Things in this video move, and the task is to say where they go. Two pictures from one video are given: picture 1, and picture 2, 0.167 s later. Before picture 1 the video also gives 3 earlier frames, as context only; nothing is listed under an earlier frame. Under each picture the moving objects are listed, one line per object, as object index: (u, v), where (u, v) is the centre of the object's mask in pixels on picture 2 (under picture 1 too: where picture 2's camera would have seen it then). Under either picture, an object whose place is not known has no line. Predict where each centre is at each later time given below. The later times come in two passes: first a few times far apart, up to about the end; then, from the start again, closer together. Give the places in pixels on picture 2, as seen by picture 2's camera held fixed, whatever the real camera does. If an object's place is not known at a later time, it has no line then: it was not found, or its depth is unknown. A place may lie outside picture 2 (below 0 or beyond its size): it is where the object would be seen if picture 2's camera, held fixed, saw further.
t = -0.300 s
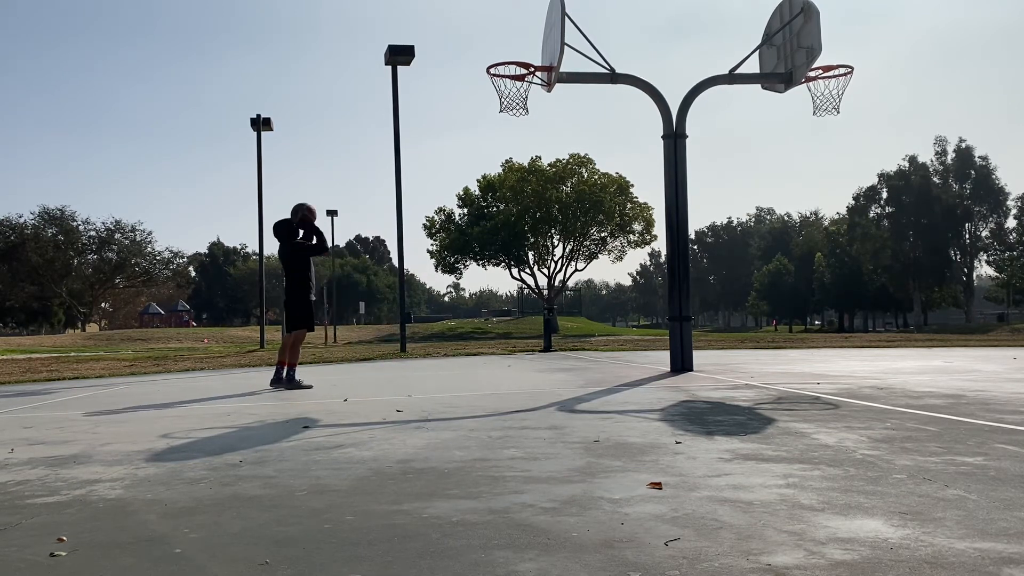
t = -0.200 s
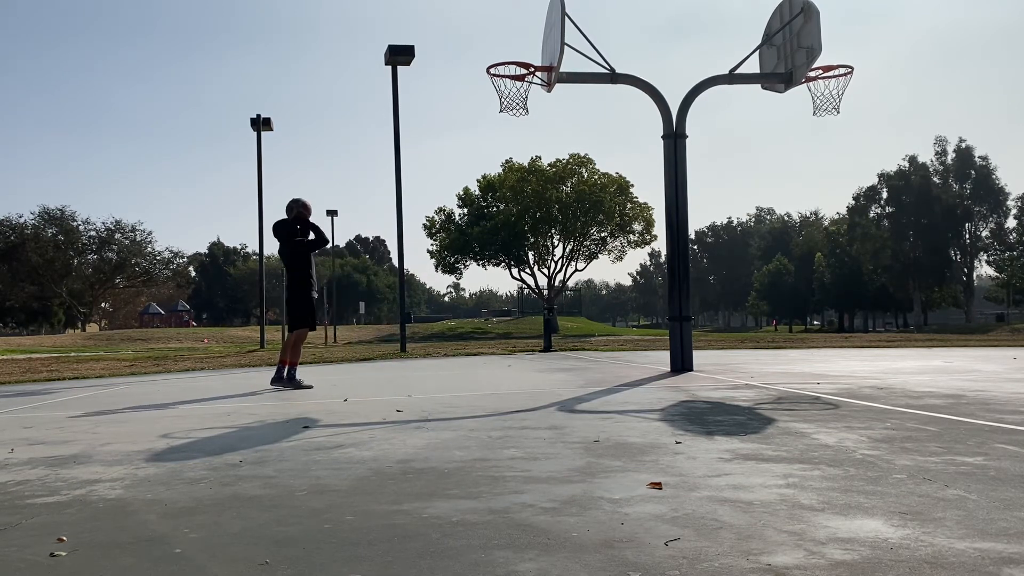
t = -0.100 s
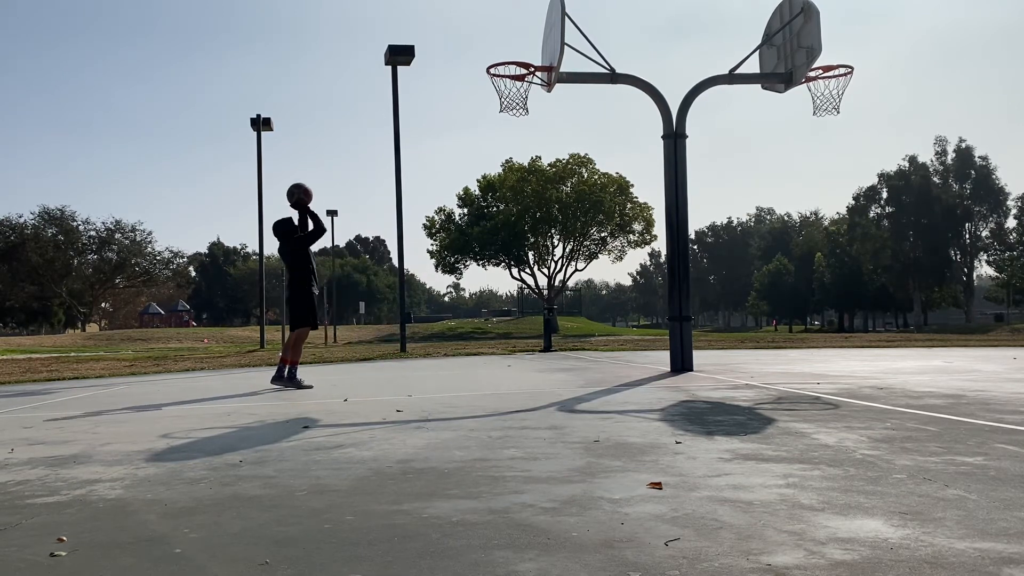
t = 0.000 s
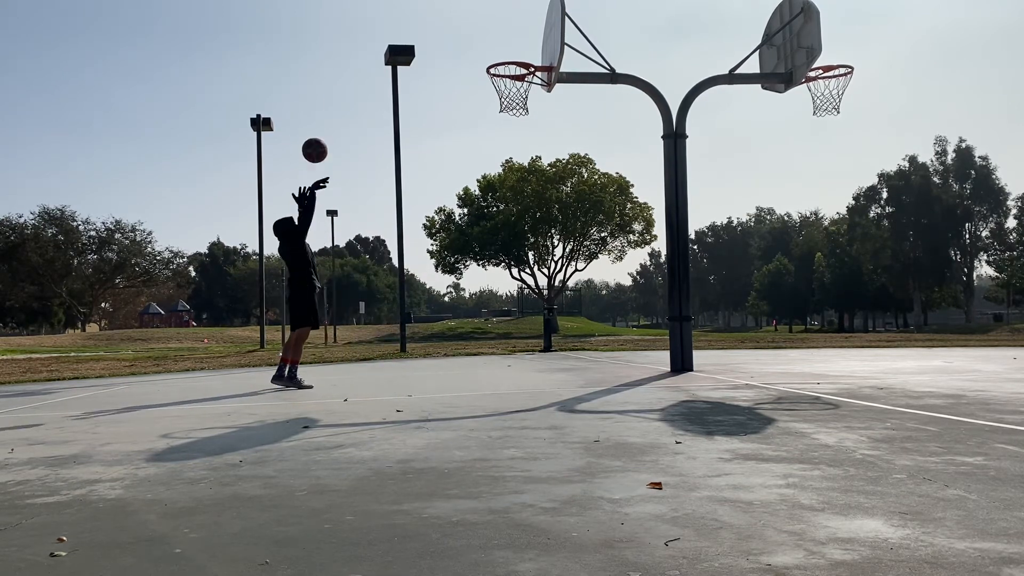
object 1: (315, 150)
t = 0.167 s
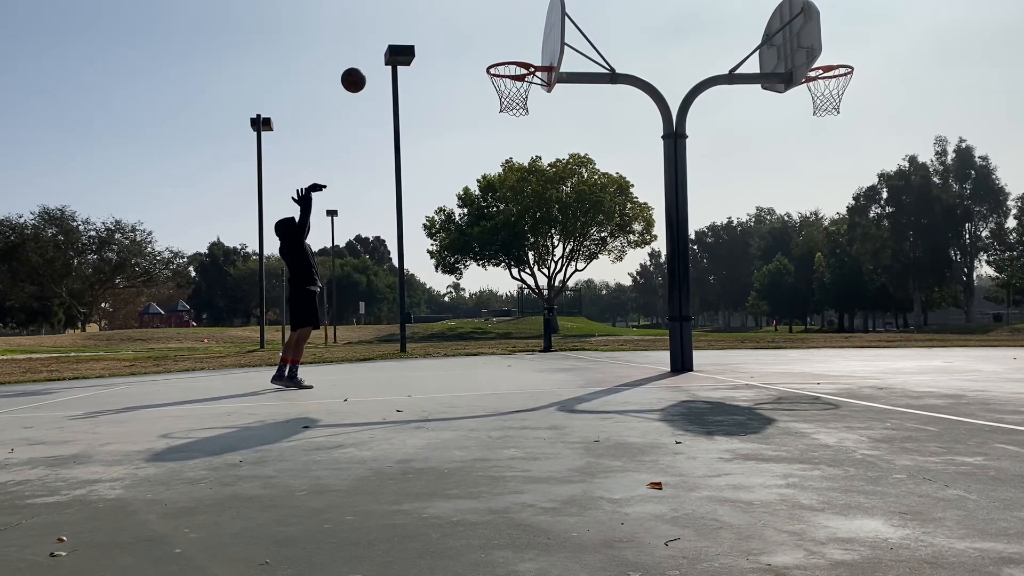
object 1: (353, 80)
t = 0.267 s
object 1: (376, 52)
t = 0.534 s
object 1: (438, 25)
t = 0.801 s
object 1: (497, 56)
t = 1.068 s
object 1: (512, 54)
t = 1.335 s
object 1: (501, 53)
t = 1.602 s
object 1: (519, 87)
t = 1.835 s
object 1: (530, 161)
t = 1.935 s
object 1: (534, 192)
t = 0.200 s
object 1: (361, 69)
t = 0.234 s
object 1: (369, 60)
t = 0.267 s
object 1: (376, 52)
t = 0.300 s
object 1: (384, 45)
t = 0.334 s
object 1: (392, 38)
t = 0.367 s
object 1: (400, 33)
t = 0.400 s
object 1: (407, 30)
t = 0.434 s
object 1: (415, 27)
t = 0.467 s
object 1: (423, 25)
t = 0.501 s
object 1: (431, 25)
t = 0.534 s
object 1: (438, 25)
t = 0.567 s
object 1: (446, 27)
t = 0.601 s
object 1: (454, 29)
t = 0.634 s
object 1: (461, 33)
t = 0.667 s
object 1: (469, 38)
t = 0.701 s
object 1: (477, 44)
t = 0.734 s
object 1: (485, 51)
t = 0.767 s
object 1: (492, 58)
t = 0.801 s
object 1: (497, 56)
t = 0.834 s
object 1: (503, 55)
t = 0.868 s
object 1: (509, 56)
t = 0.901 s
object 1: (514, 57)
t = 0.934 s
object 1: (520, 60)
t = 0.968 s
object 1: (525, 63)
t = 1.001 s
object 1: (521, 58)
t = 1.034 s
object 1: (516, 56)
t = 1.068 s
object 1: (512, 54)
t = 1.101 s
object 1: (508, 54)
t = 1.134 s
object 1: (503, 54)
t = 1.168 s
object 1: (499, 56)
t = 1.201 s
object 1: (495, 59)
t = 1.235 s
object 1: (495, 58)
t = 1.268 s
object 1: (497, 55)
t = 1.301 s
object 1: (499, 53)
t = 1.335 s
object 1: (501, 53)
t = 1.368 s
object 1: (503, 53)
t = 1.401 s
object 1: (505, 54)
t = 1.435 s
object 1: (507, 57)
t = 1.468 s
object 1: (510, 61)
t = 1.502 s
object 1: (512, 67)
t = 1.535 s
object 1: (514, 72)
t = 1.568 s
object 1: (516, 79)
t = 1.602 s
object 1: (519, 87)
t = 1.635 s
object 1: (521, 96)
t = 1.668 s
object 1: (523, 105)
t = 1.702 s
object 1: (524, 114)
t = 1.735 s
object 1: (526, 124)
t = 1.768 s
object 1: (527, 136)
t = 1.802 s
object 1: (529, 149)
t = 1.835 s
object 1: (530, 161)
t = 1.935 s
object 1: (534, 192)
